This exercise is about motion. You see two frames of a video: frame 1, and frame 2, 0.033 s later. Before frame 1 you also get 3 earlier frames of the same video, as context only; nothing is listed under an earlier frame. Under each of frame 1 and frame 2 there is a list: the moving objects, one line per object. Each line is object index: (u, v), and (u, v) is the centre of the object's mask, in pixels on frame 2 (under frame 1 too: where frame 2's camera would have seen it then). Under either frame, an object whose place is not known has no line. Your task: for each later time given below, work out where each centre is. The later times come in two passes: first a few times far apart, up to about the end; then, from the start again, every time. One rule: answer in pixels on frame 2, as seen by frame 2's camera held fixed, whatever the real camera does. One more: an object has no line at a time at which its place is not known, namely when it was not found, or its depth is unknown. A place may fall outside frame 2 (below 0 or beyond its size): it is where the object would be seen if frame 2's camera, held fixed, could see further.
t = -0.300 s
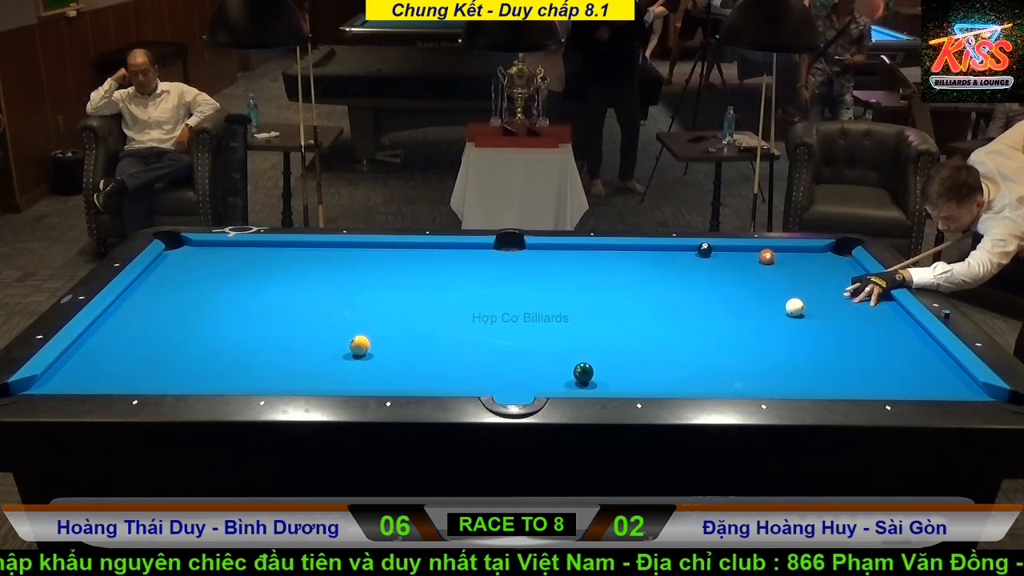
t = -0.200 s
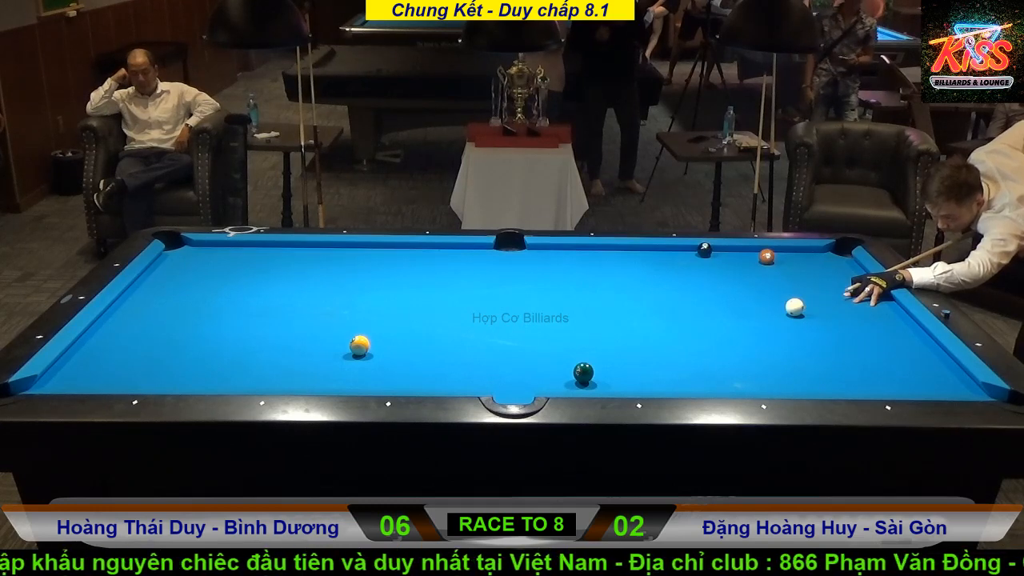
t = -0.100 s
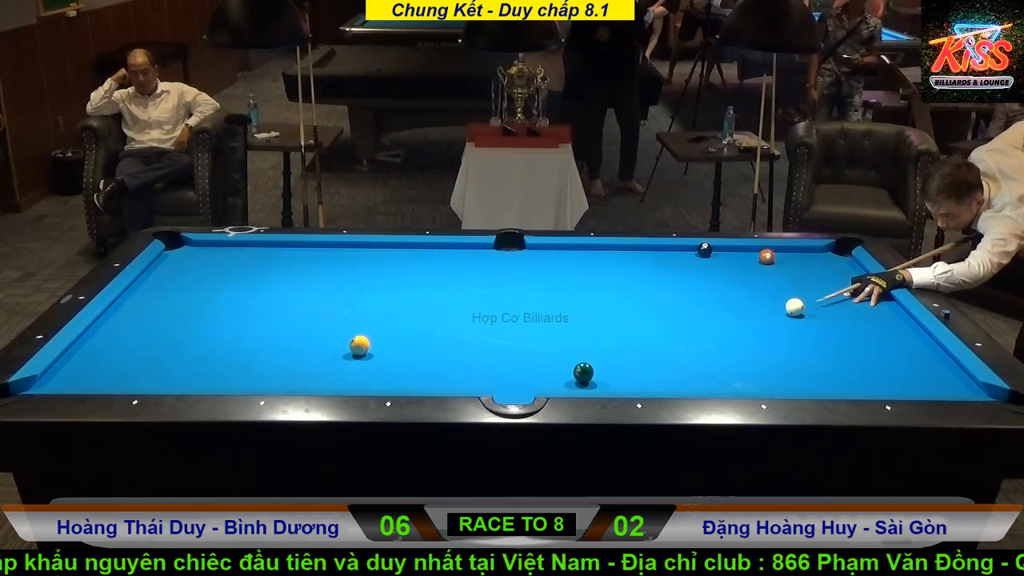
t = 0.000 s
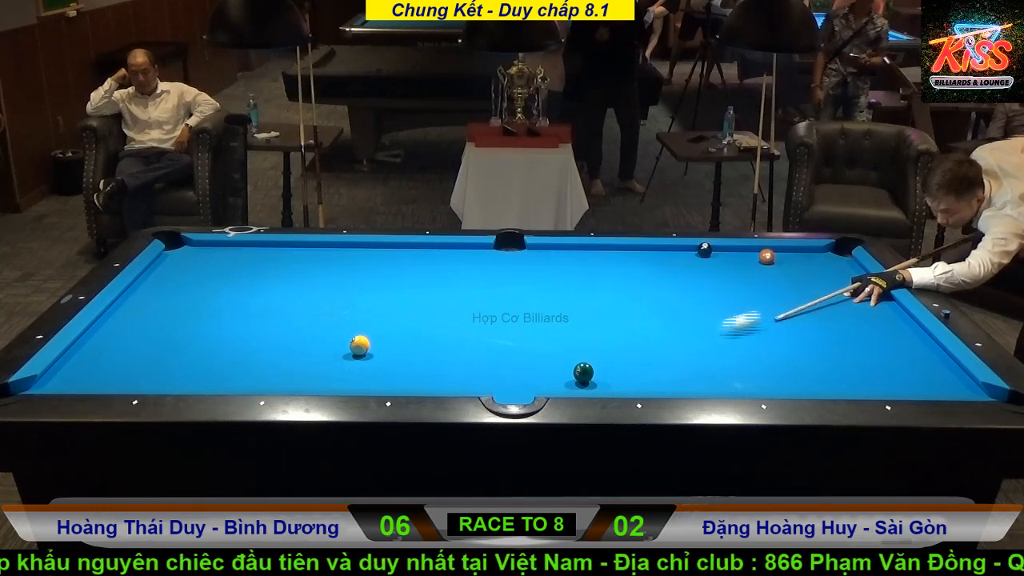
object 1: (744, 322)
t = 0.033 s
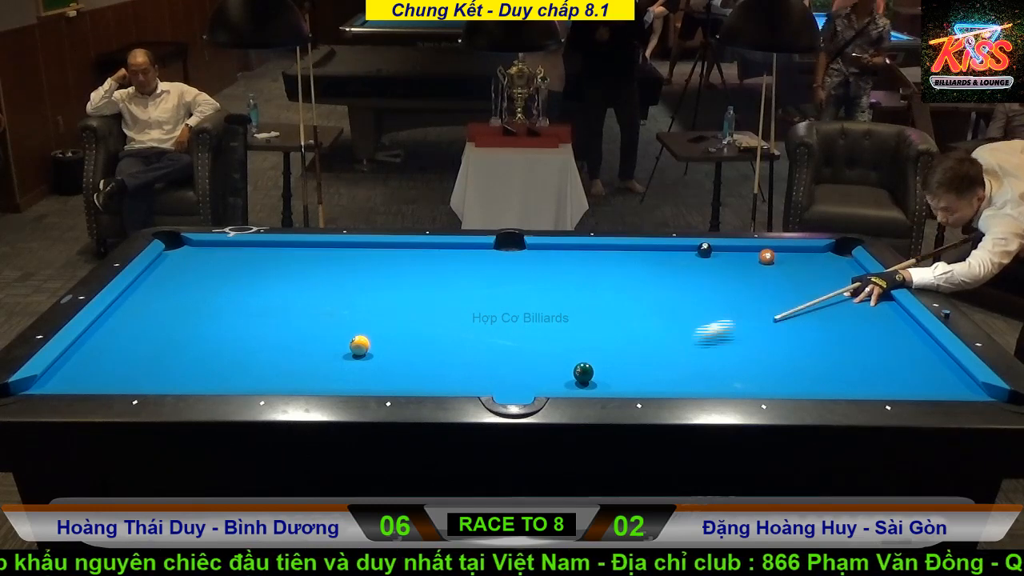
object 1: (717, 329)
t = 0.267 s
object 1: (598, 367)
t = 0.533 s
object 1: (603, 364)
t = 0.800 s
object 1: (608, 362)
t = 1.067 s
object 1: (611, 360)
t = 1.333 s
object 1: (613, 359)
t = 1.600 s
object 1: (613, 359)
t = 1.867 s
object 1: (613, 359)
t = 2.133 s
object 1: (613, 359)
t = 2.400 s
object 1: (613, 359)
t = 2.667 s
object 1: (613, 359)
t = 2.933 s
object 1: (613, 359)
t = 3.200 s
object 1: (613, 359)
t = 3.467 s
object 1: (613, 359)
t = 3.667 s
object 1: (613, 359)
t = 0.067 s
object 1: (713, 329)
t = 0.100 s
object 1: (687, 338)
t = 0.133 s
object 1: (659, 346)
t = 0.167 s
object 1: (632, 354)
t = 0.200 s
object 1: (600, 365)
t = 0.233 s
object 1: (598, 367)
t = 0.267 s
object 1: (598, 367)
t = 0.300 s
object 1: (599, 367)
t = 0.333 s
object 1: (600, 366)
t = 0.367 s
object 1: (601, 366)
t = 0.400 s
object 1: (601, 365)
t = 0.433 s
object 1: (602, 365)
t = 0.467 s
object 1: (602, 365)
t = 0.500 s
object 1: (603, 364)
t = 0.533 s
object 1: (603, 364)
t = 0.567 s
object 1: (604, 363)
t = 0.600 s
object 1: (605, 363)
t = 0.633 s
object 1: (605, 363)
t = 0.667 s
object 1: (605, 363)
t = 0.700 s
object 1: (606, 363)
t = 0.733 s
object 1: (607, 362)
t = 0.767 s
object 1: (607, 362)
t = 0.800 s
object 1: (608, 362)
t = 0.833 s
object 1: (608, 361)
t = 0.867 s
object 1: (608, 361)
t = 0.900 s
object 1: (609, 361)
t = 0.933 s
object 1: (609, 361)
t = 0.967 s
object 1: (610, 361)
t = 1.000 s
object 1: (610, 360)
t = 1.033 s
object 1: (610, 360)
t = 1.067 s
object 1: (611, 360)
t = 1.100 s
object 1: (611, 360)
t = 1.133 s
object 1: (611, 360)
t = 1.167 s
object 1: (612, 359)
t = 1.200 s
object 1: (612, 360)
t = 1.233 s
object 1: (612, 359)
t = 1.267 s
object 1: (612, 359)
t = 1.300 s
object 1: (612, 359)
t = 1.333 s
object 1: (613, 359)
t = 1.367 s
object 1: (613, 359)
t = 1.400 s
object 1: (613, 359)
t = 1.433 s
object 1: (613, 359)
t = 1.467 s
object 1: (613, 359)
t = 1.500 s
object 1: (613, 359)
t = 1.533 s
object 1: (613, 359)
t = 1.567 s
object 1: (613, 359)
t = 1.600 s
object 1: (613, 359)
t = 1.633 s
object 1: (613, 359)
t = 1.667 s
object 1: (613, 359)
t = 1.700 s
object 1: (613, 359)
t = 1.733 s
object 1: (613, 359)
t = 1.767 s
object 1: (613, 359)
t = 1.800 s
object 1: (613, 359)
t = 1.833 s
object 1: (613, 359)
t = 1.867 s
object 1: (613, 359)
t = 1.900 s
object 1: (613, 359)
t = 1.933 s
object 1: (613, 359)
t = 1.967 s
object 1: (613, 359)
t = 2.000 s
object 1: (613, 359)
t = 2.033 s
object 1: (613, 359)
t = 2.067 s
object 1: (613, 359)
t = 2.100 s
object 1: (613, 359)
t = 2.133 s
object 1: (613, 359)
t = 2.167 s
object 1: (613, 359)
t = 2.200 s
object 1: (613, 359)
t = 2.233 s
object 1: (613, 359)
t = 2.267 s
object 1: (613, 359)
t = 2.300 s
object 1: (613, 359)
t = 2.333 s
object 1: (613, 359)
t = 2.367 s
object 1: (613, 359)
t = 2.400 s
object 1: (613, 359)
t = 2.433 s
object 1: (613, 359)
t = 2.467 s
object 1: (613, 359)
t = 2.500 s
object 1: (613, 359)
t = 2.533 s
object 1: (613, 359)
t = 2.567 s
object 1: (613, 359)
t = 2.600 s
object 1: (613, 359)
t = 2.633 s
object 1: (613, 359)
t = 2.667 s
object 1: (613, 359)
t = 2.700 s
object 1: (613, 359)
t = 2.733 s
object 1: (613, 359)
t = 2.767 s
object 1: (613, 359)
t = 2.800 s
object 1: (613, 359)
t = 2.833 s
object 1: (613, 359)
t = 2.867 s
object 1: (613, 359)
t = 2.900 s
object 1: (613, 359)
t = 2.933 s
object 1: (613, 359)
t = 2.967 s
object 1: (613, 359)
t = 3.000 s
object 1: (613, 359)
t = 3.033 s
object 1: (613, 359)
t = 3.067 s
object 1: (613, 359)
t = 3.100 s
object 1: (613, 359)
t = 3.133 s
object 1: (613, 359)
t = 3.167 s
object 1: (613, 359)
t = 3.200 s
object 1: (613, 359)
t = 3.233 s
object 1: (613, 359)
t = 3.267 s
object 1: (613, 359)
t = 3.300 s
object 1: (613, 359)
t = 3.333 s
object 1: (613, 359)
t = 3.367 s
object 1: (613, 359)
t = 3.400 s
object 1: (613, 359)
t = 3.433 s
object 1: (613, 359)
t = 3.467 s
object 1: (613, 359)
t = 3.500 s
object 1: (613, 359)
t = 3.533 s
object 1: (613, 359)
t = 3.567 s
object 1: (613, 359)
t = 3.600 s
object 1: (613, 359)
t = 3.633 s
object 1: (613, 359)
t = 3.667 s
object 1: (613, 359)
